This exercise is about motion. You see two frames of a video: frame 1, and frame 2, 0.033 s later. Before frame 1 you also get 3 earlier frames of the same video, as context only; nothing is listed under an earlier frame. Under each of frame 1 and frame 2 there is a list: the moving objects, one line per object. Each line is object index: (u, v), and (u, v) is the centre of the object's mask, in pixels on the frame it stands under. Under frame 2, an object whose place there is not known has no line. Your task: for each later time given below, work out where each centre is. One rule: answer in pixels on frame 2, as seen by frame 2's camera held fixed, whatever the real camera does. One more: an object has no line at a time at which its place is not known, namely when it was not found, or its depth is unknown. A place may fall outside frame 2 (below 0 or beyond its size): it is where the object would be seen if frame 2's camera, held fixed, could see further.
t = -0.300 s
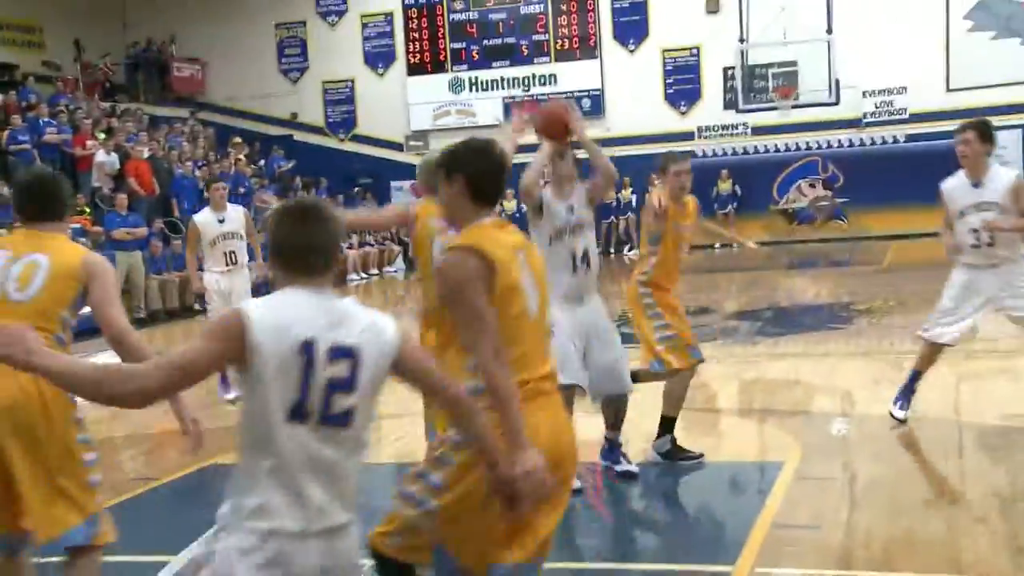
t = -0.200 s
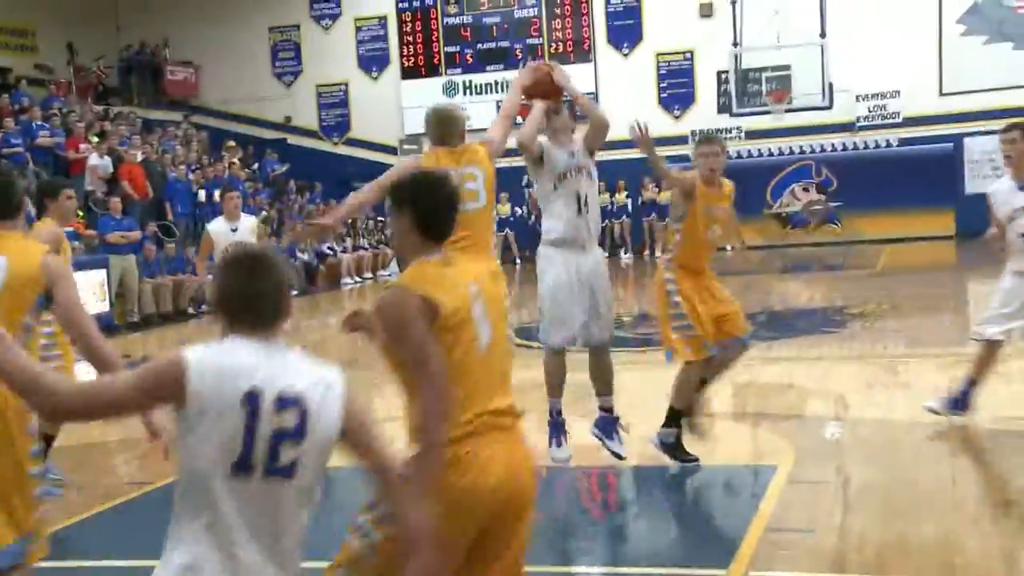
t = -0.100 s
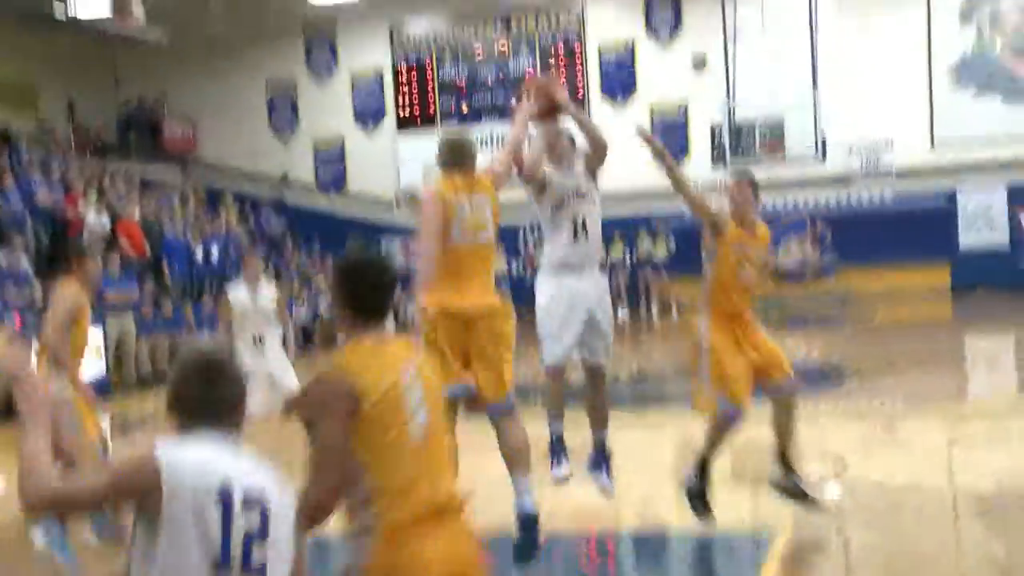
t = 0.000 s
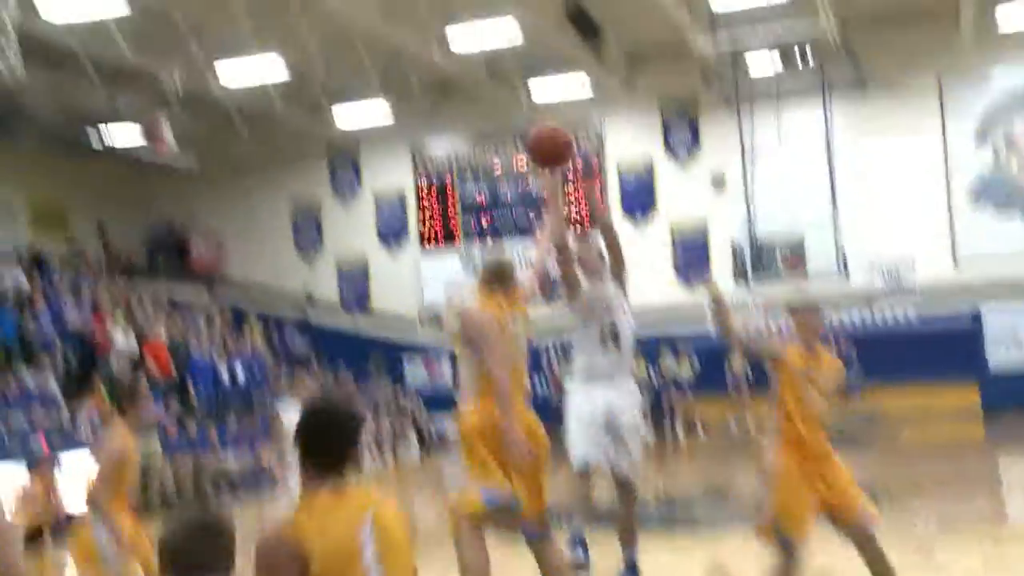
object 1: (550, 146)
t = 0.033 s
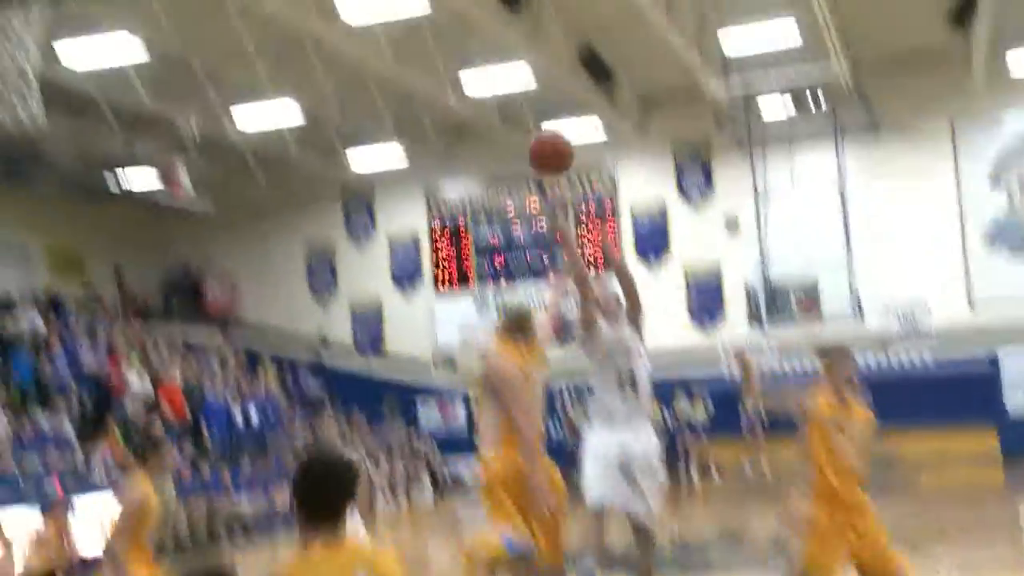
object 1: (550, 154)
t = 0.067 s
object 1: (537, 115)
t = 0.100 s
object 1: (525, 79)
